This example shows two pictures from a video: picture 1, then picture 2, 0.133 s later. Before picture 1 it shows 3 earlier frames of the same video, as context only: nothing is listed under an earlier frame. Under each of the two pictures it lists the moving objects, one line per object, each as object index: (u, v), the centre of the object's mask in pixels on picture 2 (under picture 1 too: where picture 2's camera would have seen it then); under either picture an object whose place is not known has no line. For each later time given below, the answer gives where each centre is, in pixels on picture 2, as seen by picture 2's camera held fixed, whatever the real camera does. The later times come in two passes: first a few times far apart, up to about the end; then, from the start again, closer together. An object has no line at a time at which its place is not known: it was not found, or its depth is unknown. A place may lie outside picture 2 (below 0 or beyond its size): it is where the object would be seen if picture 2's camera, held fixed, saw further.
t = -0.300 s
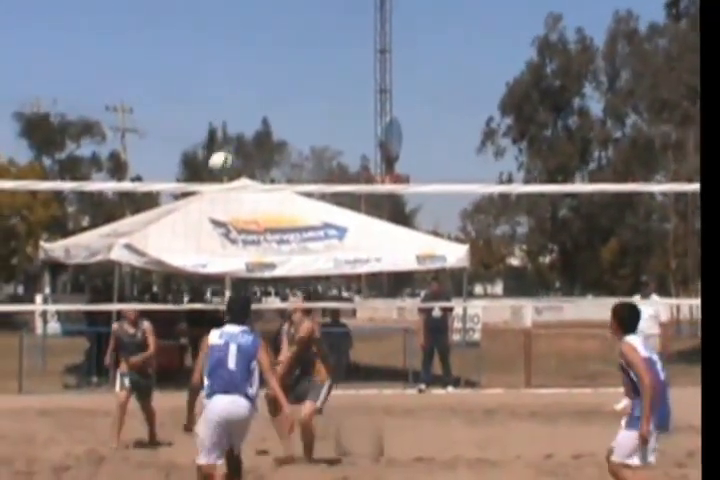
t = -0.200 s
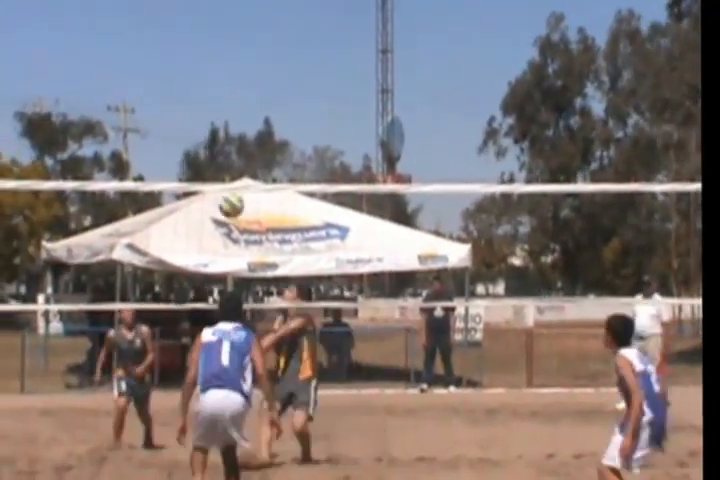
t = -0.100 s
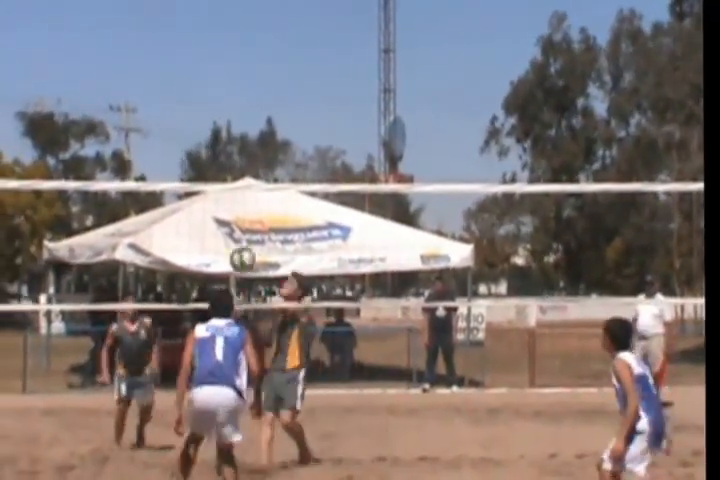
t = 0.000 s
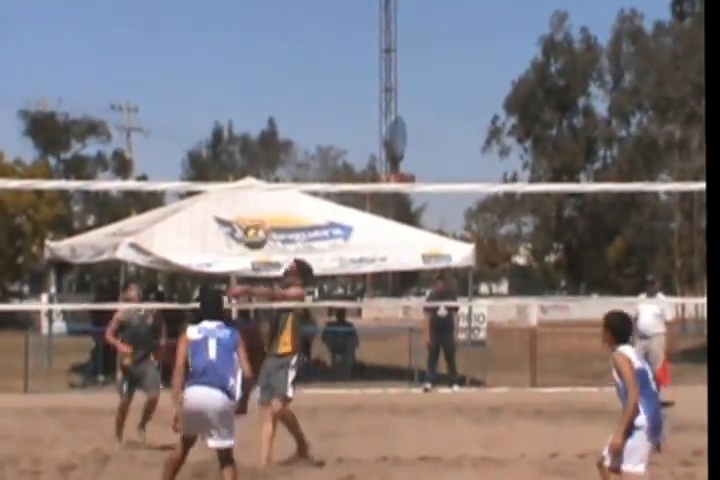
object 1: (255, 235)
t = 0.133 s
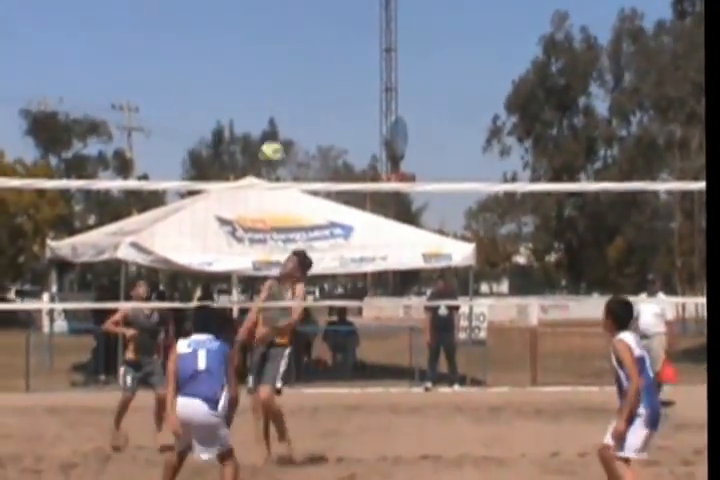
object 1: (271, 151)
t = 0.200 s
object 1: (280, 121)
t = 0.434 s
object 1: (309, 48)
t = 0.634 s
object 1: (335, 34)
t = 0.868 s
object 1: (368, 75)
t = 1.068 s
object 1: (401, 159)
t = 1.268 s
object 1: (417, 180)
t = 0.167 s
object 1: (276, 134)
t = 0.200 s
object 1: (280, 121)
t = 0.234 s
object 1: (283, 108)
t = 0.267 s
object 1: (288, 95)
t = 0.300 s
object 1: (293, 82)
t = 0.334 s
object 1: (297, 72)
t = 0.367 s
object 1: (300, 62)
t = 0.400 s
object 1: (305, 54)
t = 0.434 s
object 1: (309, 48)
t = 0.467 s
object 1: (314, 42)
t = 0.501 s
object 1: (318, 38)
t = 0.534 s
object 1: (322, 35)
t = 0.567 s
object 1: (327, 33)
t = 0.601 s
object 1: (331, 33)
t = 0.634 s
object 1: (335, 34)
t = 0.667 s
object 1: (340, 36)
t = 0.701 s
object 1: (345, 40)
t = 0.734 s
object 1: (350, 44)
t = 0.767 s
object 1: (354, 50)
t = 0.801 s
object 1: (359, 57)
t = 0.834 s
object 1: (364, 66)
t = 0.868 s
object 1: (368, 75)
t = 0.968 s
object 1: (382, 113)
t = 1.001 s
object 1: (387, 127)
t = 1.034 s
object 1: (393, 142)
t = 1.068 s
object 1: (401, 159)
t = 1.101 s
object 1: (403, 178)
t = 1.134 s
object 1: (406, 183)
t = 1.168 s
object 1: (409, 184)
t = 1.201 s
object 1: (412, 181)
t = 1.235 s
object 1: (414, 180)
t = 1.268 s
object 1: (417, 180)
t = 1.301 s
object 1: (418, 179)
